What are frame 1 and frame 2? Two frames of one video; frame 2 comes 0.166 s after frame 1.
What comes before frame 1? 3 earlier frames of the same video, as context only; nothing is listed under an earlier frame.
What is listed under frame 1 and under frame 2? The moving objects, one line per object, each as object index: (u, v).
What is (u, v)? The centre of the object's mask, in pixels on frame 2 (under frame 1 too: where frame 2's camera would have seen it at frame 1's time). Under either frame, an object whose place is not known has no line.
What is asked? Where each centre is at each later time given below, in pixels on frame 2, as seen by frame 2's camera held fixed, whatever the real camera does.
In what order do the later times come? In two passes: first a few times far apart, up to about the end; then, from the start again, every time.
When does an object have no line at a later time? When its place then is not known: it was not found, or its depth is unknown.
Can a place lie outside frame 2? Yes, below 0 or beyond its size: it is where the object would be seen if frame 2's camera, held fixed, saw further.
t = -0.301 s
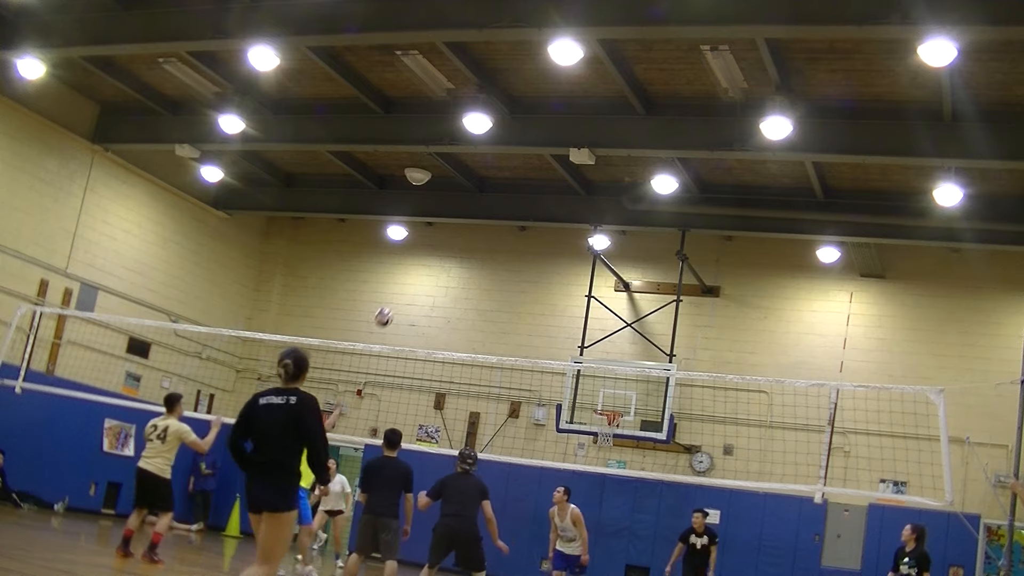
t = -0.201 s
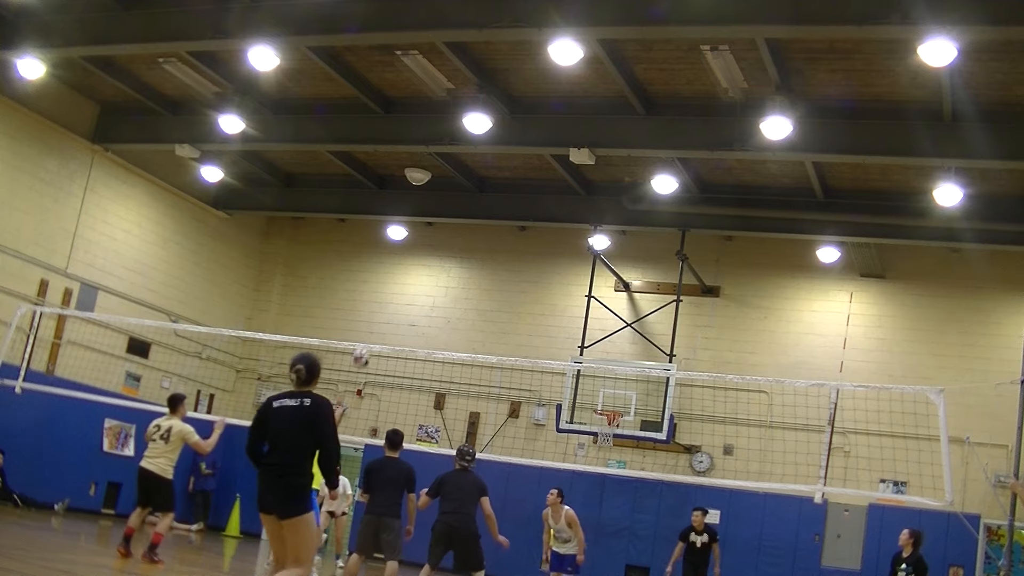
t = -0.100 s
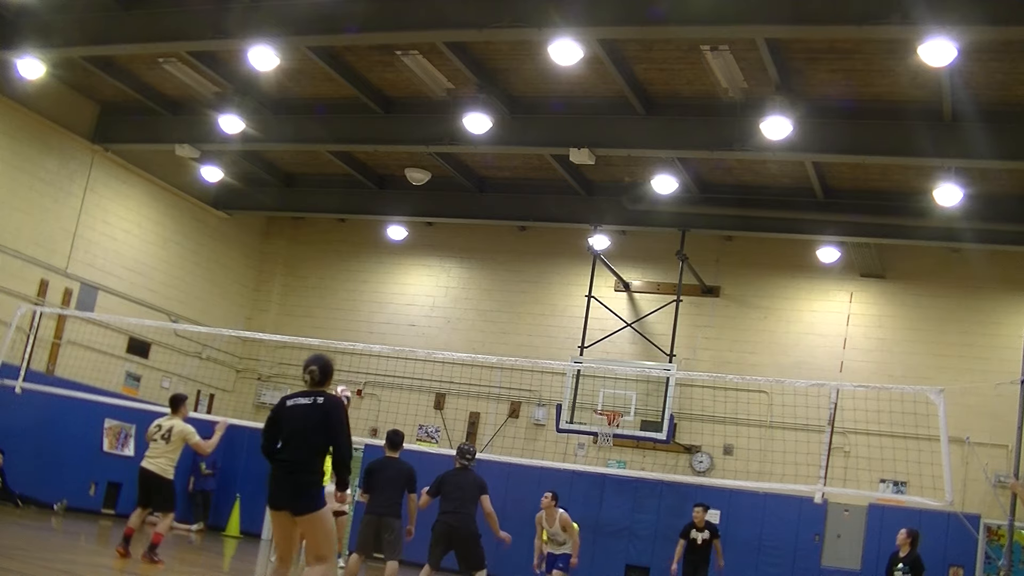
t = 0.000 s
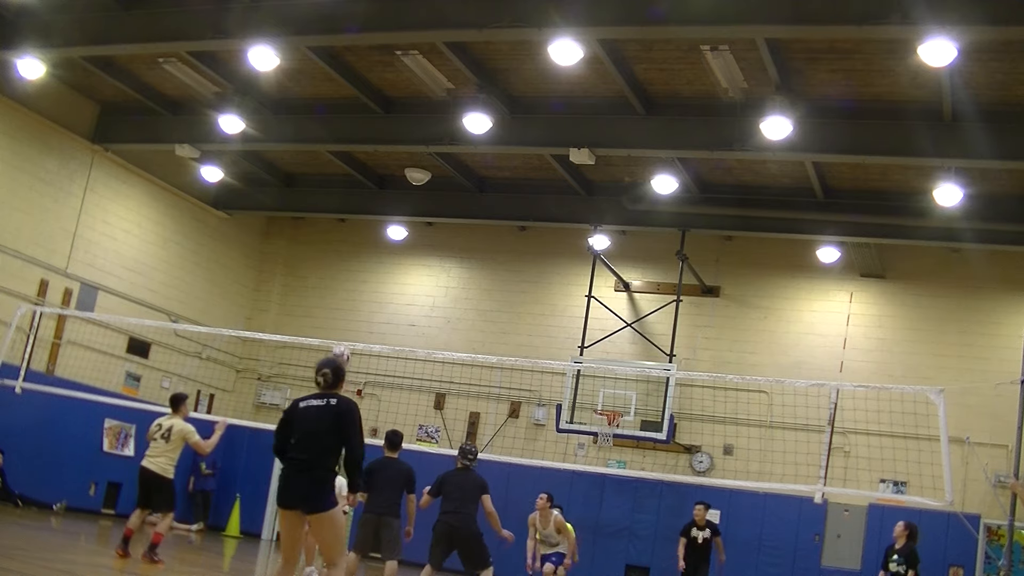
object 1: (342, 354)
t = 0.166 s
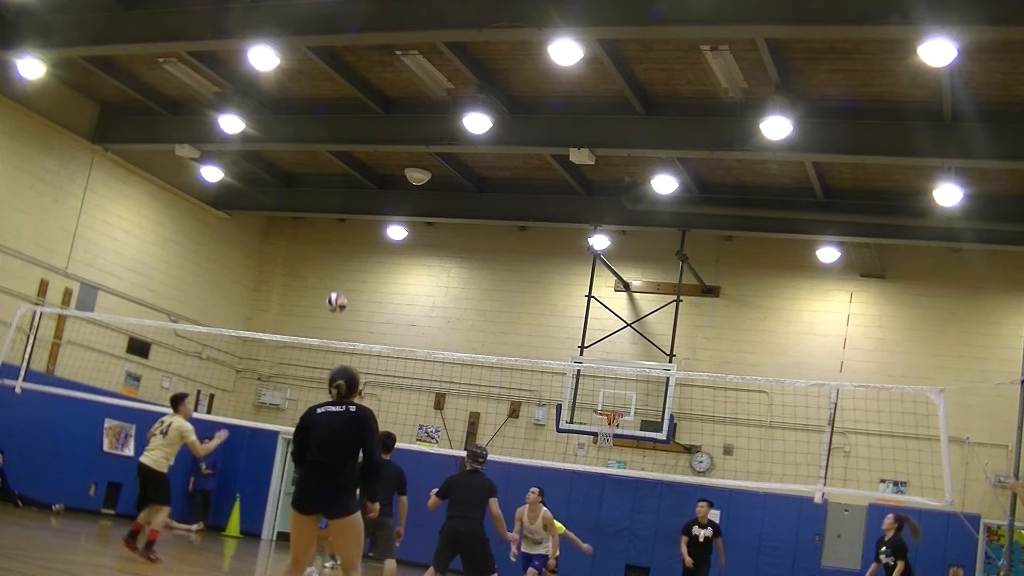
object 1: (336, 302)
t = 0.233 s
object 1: (333, 287)
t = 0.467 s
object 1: (316, 266)
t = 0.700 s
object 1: (285, 300)
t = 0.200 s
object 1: (335, 294)
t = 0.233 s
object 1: (333, 287)
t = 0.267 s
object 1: (332, 281)
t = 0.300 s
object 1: (330, 276)
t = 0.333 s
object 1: (327, 272)
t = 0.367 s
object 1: (325, 269)
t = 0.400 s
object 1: (322, 267)
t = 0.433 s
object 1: (319, 266)
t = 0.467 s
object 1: (316, 266)
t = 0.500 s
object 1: (312, 267)
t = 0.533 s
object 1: (309, 269)
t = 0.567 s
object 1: (305, 272)
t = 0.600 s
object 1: (300, 277)
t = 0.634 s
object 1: (295, 283)
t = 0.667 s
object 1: (290, 290)
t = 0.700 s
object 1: (285, 300)
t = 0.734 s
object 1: (279, 310)
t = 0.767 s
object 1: (273, 321)
